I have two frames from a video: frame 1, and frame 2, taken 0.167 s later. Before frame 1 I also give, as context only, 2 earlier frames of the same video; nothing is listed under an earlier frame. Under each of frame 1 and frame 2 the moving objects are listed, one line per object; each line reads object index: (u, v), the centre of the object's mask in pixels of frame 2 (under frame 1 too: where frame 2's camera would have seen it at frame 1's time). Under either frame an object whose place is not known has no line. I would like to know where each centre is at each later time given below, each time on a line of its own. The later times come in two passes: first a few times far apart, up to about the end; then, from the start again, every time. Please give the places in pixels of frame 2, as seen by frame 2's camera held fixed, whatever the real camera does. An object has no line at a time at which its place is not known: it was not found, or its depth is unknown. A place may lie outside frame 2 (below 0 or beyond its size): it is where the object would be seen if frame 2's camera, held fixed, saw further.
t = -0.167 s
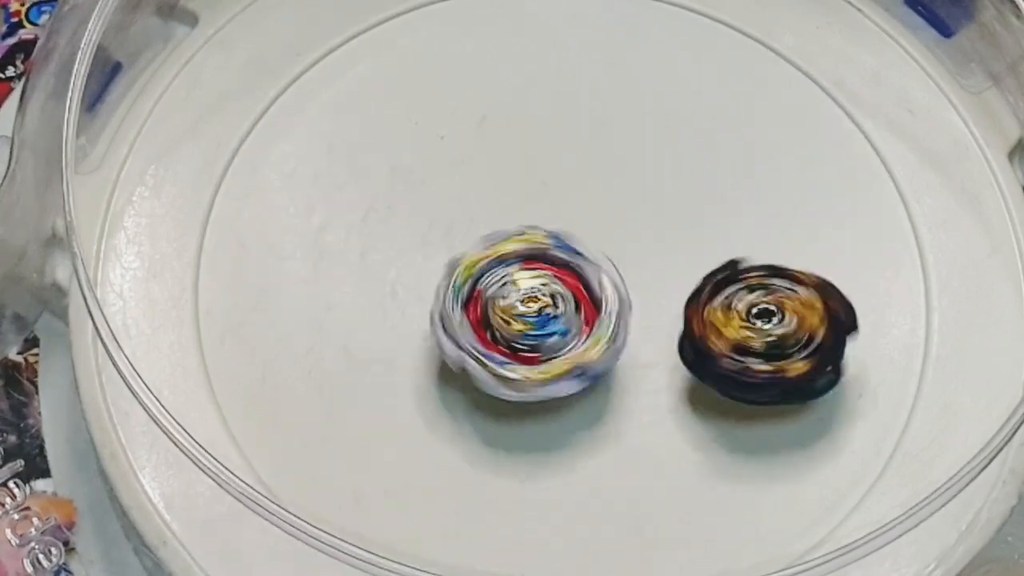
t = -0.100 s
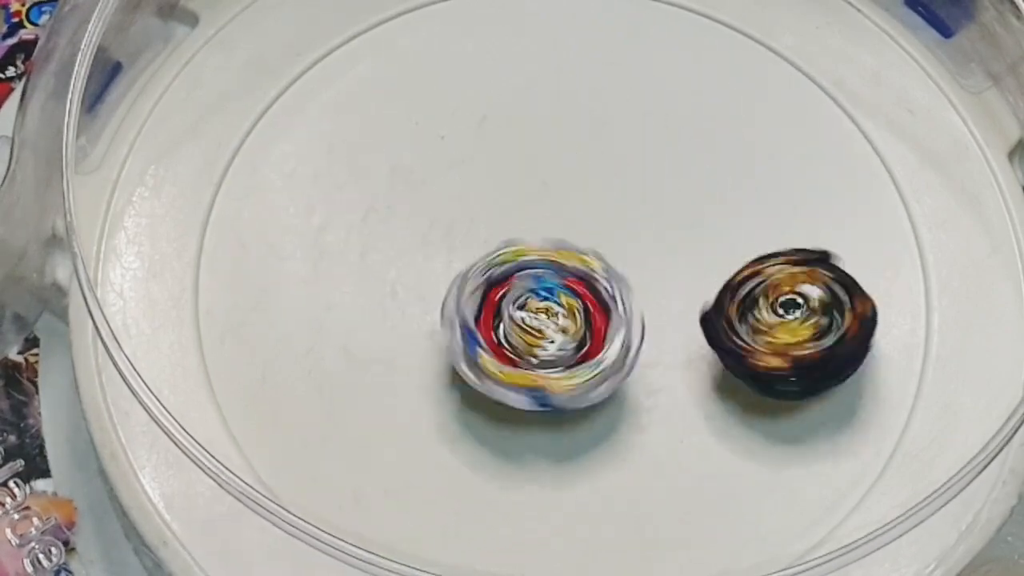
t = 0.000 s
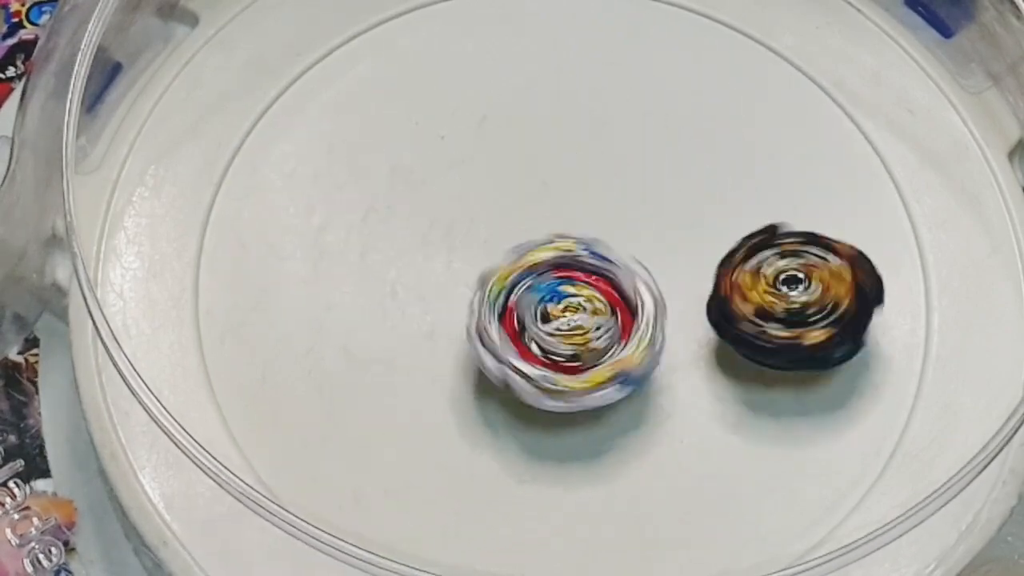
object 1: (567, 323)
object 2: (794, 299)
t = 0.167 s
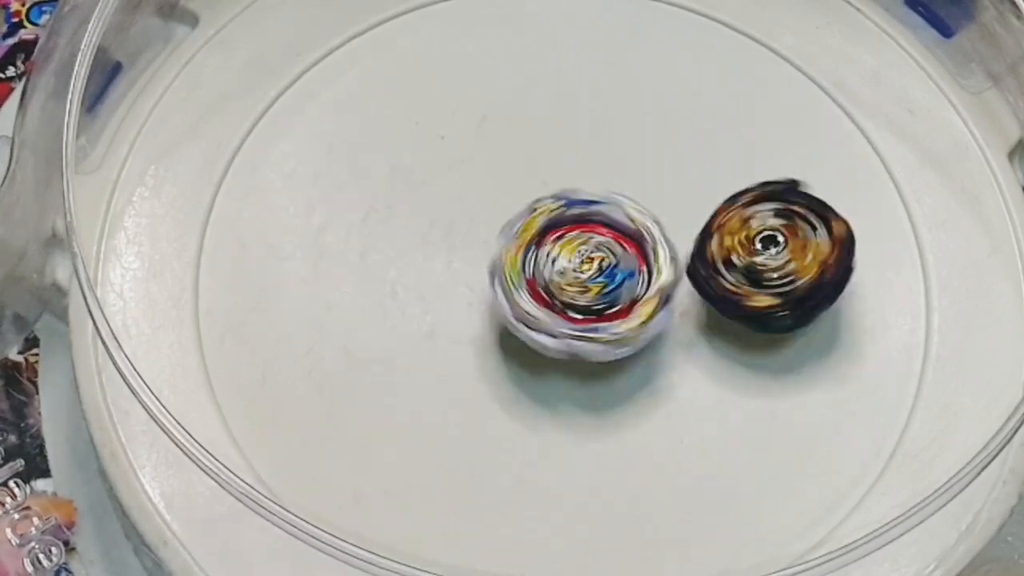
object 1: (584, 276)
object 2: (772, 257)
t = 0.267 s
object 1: (541, 244)
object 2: (770, 230)
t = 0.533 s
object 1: (450, 317)
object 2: (709, 166)
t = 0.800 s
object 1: (609, 273)
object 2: (621, 120)
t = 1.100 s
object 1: (593, 271)
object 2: (533, 83)
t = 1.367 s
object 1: (581, 288)
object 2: (453, 130)
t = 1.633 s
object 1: (564, 290)
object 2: (400, 208)
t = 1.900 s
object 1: (608, 266)
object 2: (383, 283)
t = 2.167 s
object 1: (543, 228)
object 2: (447, 381)
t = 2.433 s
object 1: (534, 231)
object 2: (456, 389)
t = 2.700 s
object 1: (530, 235)
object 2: (459, 390)
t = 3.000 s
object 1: (527, 235)
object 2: (460, 393)
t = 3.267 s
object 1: (525, 237)
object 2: (464, 396)
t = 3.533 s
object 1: (525, 240)
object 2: (466, 396)
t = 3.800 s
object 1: (520, 240)
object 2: (467, 401)
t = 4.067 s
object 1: (520, 240)
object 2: (470, 407)
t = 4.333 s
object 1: (519, 240)
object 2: (471, 411)
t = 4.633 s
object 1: (516, 242)
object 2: (471, 415)
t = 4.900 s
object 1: (515, 241)
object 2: (474, 418)
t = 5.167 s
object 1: (513, 241)
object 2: (474, 420)
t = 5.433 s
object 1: (515, 242)
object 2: (475, 423)
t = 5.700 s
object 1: (511, 241)
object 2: (478, 425)
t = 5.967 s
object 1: (513, 241)
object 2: (479, 427)
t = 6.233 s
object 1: (513, 242)
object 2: (481, 429)
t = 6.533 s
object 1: (510, 244)
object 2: (485, 430)
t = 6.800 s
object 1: (511, 242)
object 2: (485, 432)
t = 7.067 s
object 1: (510, 243)
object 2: (489, 435)
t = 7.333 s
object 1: (511, 245)
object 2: (492, 435)
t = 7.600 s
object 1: (509, 244)
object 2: (493, 436)
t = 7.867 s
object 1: (511, 244)
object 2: (497, 438)
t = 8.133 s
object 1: (512, 245)
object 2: (501, 438)
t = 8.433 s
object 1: (510, 248)
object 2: (502, 440)
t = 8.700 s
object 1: (540, 262)
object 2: (605, 425)
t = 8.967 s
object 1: (576, 216)
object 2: (701, 375)
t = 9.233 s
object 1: (517, 224)
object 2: (742, 279)
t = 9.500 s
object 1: (600, 286)
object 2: (741, 188)
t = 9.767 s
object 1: (611, 270)
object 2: (696, 120)
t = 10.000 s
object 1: (554, 292)
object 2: (609, 102)
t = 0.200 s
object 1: (574, 261)
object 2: (773, 248)
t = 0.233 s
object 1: (561, 249)
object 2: (773, 237)
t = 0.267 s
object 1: (541, 244)
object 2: (770, 230)
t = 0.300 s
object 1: (520, 236)
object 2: (766, 220)
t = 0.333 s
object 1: (499, 236)
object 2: (761, 213)
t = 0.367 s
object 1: (482, 240)
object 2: (753, 205)
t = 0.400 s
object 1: (462, 251)
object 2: (746, 197)
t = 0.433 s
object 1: (450, 263)
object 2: (735, 189)
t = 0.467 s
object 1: (443, 279)
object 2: (727, 181)
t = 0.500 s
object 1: (445, 299)
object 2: (717, 174)
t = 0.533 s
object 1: (450, 317)
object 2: (709, 166)
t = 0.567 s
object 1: (466, 330)
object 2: (698, 161)
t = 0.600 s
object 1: (488, 340)
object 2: (689, 153)
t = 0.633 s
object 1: (518, 345)
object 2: (679, 148)
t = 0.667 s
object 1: (542, 342)
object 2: (668, 141)
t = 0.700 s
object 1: (568, 330)
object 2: (657, 137)
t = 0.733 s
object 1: (588, 313)
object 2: (645, 131)
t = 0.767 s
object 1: (605, 293)
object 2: (634, 127)
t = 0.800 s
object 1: (609, 273)
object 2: (621, 120)
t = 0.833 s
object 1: (613, 262)
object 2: (613, 108)
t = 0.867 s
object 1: (612, 254)
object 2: (600, 101)
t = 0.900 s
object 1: (610, 253)
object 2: (592, 90)
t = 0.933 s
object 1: (606, 256)
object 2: (581, 82)
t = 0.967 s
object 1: (603, 258)
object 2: (573, 79)
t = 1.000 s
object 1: (601, 261)
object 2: (563, 77)
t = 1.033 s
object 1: (599, 264)
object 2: (554, 78)
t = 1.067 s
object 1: (597, 268)
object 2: (543, 79)
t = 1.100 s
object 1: (593, 271)
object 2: (533, 83)
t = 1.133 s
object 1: (592, 273)
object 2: (522, 85)
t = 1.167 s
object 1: (589, 276)
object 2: (511, 92)
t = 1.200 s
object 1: (588, 278)
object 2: (500, 95)
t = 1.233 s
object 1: (584, 281)
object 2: (490, 103)
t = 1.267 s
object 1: (581, 283)
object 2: (481, 107)
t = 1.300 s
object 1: (581, 284)
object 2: (471, 115)
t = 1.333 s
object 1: (580, 287)
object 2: (463, 122)
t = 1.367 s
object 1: (581, 288)
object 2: (453, 130)
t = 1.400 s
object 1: (579, 291)
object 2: (446, 138)
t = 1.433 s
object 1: (575, 292)
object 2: (435, 146)
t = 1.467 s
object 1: (574, 292)
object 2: (429, 156)
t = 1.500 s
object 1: (572, 292)
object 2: (420, 165)
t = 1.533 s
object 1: (571, 291)
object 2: (414, 176)
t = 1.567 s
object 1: (570, 292)
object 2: (408, 185)
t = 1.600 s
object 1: (567, 292)
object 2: (403, 198)
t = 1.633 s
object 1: (564, 290)
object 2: (400, 208)
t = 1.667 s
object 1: (564, 289)
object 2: (394, 220)
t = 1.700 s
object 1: (576, 293)
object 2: (378, 226)
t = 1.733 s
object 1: (588, 293)
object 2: (369, 231)
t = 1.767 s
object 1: (595, 293)
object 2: (368, 238)
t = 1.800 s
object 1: (599, 288)
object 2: (368, 247)
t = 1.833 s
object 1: (604, 280)
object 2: (371, 261)
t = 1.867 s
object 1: (608, 274)
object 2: (378, 271)
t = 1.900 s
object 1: (608, 266)
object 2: (383, 283)
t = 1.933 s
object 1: (606, 257)
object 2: (393, 297)
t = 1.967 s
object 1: (602, 251)
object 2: (399, 309)
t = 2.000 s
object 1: (594, 244)
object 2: (408, 324)
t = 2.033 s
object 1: (584, 235)
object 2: (417, 335)
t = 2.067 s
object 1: (575, 230)
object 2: (423, 348)
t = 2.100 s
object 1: (565, 227)
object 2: (432, 360)
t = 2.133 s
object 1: (553, 226)
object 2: (440, 370)
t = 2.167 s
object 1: (543, 228)
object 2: (447, 381)
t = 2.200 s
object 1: (534, 231)
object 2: (452, 386)
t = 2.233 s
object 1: (533, 231)
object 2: (453, 387)
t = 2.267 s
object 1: (533, 231)
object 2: (453, 388)
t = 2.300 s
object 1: (533, 231)
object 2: (454, 387)
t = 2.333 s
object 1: (533, 231)
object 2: (454, 388)
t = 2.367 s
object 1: (532, 231)
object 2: (455, 388)
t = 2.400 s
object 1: (533, 231)
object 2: (455, 389)
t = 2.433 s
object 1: (534, 231)
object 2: (456, 389)
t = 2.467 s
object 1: (534, 232)
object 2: (456, 389)
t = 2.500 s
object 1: (533, 232)
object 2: (457, 390)
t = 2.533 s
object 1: (533, 233)
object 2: (457, 390)
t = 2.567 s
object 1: (532, 234)
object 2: (457, 389)
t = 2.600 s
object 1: (532, 234)
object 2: (458, 389)
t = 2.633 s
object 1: (531, 234)
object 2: (458, 390)
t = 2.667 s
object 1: (531, 235)
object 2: (459, 390)
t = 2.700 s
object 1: (530, 235)
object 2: (459, 390)
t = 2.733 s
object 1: (529, 235)
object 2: (459, 390)
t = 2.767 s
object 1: (528, 235)
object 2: (459, 390)
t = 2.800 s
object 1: (528, 235)
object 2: (459, 391)
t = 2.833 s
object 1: (527, 234)
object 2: (459, 390)
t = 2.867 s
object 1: (527, 234)
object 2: (459, 391)
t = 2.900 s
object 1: (527, 234)
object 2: (459, 391)
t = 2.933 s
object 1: (527, 234)
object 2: (459, 392)
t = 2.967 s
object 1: (527, 234)
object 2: (459, 392)
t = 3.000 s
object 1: (527, 235)
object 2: (460, 393)
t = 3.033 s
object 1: (527, 235)
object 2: (460, 394)
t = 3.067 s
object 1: (527, 235)
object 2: (461, 394)
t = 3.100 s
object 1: (527, 235)
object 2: (461, 394)
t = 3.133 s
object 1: (526, 236)
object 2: (462, 394)
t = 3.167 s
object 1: (526, 236)
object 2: (462, 395)
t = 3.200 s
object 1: (525, 237)
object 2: (463, 395)
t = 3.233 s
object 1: (525, 237)
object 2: (463, 396)
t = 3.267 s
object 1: (525, 237)
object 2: (464, 396)
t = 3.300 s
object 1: (525, 236)
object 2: (464, 396)
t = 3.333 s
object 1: (525, 236)
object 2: (465, 396)
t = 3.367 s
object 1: (525, 237)
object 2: (465, 395)
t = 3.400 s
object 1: (525, 237)
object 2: (465, 396)
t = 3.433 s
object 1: (525, 237)
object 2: (466, 396)
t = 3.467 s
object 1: (525, 239)
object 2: (466, 396)
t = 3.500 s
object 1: (525, 239)
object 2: (466, 396)
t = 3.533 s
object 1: (525, 240)
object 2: (466, 396)
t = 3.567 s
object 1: (525, 240)
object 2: (466, 397)
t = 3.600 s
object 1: (524, 241)
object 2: (466, 397)
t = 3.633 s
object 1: (523, 241)
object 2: (466, 397)
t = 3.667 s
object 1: (522, 242)
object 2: (466, 398)
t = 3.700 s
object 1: (522, 242)
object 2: (467, 399)
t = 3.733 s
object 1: (521, 242)
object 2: (467, 399)
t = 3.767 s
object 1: (520, 241)
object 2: (467, 400)
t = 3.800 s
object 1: (520, 240)
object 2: (467, 401)
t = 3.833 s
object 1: (520, 240)
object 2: (468, 402)
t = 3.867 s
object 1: (520, 240)
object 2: (467, 403)
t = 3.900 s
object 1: (520, 239)
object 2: (468, 403)
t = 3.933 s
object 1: (520, 240)
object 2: (469, 404)
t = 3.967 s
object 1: (520, 240)
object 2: (469, 405)
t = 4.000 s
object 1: (520, 240)
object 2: (469, 406)
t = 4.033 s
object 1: (520, 240)
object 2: (470, 407)
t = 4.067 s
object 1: (520, 240)
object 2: (470, 407)
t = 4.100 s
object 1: (520, 240)
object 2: (470, 407)
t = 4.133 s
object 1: (519, 241)
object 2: (470, 408)
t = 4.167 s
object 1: (519, 241)
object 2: (471, 408)
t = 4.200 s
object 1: (518, 241)
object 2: (471, 409)
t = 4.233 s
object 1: (518, 240)
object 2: (471, 409)
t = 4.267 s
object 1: (518, 240)
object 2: (471, 409)
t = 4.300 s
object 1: (518, 240)
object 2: (471, 410)
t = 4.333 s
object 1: (519, 240)
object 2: (471, 411)
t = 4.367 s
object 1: (519, 241)
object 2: (470, 410)
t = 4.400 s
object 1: (519, 241)
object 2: (471, 411)
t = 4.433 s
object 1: (519, 242)
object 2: (471, 412)
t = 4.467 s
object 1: (519, 242)
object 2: (471, 412)
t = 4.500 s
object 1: (518, 242)
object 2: (471, 413)
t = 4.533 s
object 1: (518, 242)
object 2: (471, 414)
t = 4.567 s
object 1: (517, 242)
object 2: (471, 415)
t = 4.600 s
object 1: (516, 242)
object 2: (471, 415)
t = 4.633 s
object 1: (516, 242)
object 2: (471, 415)
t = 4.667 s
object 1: (515, 242)
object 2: (471, 416)
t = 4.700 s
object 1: (515, 242)
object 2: (472, 416)
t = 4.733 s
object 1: (515, 241)
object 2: (473, 417)
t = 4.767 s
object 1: (514, 241)
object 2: (473, 417)
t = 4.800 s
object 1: (515, 241)
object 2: (473, 418)
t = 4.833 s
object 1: (515, 240)
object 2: (473, 418)
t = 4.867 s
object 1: (515, 241)
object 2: (474, 418)
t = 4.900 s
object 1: (515, 241)
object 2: (474, 418)
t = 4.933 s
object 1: (515, 241)
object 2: (474, 418)
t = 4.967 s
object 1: (515, 241)
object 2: (475, 419)
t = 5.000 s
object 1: (515, 241)
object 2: (475, 419)
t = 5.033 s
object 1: (515, 241)
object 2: (474, 419)
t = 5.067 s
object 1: (515, 241)
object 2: (474, 420)
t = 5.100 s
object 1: (514, 242)
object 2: (474, 420)
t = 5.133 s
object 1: (514, 241)
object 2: (474, 420)
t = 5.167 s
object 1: (513, 241)
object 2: (474, 420)
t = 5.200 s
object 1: (514, 241)
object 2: (474, 420)
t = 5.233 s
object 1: (514, 241)
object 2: (475, 421)
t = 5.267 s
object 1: (515, 241)
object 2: (475, 421)
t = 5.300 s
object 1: (515, 241)
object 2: (474, 421)
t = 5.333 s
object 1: (515, 241)
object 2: (475, 422)
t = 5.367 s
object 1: (515, 242)
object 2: (475, 423)
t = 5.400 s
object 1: (515, 242)
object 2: (475, 423)
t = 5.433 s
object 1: (515, 242)
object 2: (475, 423)
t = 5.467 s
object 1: (514, 242)
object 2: (476, 424)
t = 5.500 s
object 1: (514, 242)
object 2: (477, 424)
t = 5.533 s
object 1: (513, 242)
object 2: (477, 424)
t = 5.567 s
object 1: (513, 243)
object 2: (477, 424)
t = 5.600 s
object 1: (512, 242)
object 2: (478, 425)
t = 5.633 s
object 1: (512, 242)
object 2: (478, 425)
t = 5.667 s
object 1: (511, 242)
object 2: (478, 425)
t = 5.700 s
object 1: (511, 241)
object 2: (478, 425)
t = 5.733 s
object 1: (512, 241)
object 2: (479, 425)
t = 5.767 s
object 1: (512, 241)
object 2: (479, 425)
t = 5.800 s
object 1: (512, 241)
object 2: (479, 425)
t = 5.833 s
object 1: (513, 241)
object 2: (479, 426)
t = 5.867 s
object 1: (512, 241)
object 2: (479, 426)
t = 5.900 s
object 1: (513, 241)
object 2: (479, 426)
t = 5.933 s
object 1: (513, 241)
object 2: (479, 426)
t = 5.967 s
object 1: (513, 241)
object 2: (479, 427)
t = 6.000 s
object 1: (512, 241)
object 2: (479, 427)
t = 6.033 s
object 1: (512, 242)
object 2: (480, 427)
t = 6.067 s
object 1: (512, 242)
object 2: (479, 427)
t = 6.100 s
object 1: (511, 242)
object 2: (479, 428)
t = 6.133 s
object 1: (511, 242)
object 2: (480, 429)
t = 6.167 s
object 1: (512, 242)
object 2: (480, 429)
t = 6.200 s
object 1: (512, 242)
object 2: (480, 429)
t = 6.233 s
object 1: (513, 242)
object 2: (481, 429)
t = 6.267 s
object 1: (513, 242)
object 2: (482, 430)
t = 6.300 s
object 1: (513, 243)
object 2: (482, 430)
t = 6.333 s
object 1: (513, 243)
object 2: (482, 430)
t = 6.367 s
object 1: (513, 243)
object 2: (483, 431)
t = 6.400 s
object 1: (512, 244)
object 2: (483, 431)
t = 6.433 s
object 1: (512, 244)
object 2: (484, 431)
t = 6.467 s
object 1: (511, 244)
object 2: (484, 430)
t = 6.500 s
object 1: (511, 244)
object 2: (484, 430)
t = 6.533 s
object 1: (510, 244)
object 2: (485, 430)
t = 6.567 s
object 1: (510, 244)
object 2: (485, 430)
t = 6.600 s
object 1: (510, 243)
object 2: (485, 430)
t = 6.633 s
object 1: (510, 243)
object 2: (485, 431)
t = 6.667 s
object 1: (510, 242)
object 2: (485, 431)
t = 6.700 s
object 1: (510, 242)
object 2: (485, 431)
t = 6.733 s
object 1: (511, 242)
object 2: (485, 431)
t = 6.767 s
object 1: (511, 242)
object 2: (485, 432)
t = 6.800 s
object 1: (511, 242)
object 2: (485, 432)
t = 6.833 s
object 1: (511, 242)
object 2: (486, 432)
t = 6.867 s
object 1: (511, 243)
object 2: (486, 433)
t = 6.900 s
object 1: (511, 243)
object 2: (486, 433)
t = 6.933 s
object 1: (511, 243)
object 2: (487, 433)
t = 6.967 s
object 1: (510, 243)
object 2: (487, 433)
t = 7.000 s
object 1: (511, 243)
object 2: (487, 434)
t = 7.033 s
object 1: (510, 243)
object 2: (488, 434)
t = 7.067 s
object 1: (510, 243)
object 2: (489, 435)
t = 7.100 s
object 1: (511, 243)
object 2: (489, 435)
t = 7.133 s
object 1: (511, 243)
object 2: (490, 435)
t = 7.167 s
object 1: (512, 243)
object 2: (490, 435)
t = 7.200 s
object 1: (512, 243)
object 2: (491, 435)
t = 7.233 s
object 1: (512, 244)
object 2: (490, 435)
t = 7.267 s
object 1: (512, 244)
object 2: (491, 435)
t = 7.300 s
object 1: (512, 245)
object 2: (492, 435)
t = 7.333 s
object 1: (511, 245)
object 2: (492, 435)
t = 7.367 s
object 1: (511, 245)
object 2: (492, 435)
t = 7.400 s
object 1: (511, 245)
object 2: (492, 435)
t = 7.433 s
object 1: (510, 245)
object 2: (492, 435)
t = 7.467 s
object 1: (510, 246)
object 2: (493, 435)
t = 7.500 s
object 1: (509, 245)
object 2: (492, 435)
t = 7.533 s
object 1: (510, 245)
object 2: (492, 435)
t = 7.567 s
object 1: (509, 245)
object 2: (493, 436)
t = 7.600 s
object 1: (509, 244)
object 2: (493, 436)
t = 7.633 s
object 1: (510, 244)
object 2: (493, 436)
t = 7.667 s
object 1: (510, 244)
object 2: (494, 437)
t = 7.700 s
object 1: (510, 244)
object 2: (494, 437)
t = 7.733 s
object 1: (511, 244)
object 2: (495, 438)
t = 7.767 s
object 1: (511, 244)
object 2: (495, 438)
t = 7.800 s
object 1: (511, 244)
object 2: (495, 438)
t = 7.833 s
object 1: (511, 244)
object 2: (496, 439)
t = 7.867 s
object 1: (511, 244)
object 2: (497, 438)
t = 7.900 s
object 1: (511, 245)
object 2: (497, 439)
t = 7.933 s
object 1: (511, 245)
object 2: (498, 439)
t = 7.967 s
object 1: (511, 245)
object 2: (498, 439)
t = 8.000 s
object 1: (510, 245)
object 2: (499, 439)
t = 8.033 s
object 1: (511, 245)
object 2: (499, 438)
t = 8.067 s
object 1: (511, 245)
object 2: (499, 439)
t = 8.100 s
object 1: (512, 245)
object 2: (500, 439)
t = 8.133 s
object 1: (512, 245)
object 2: (501, 438)
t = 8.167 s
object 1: (512, 245)
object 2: (501, 438)
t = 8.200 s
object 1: (512, 246)
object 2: (501, 439)
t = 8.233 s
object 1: (512, 247)
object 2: (501, 439)
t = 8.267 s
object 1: (512, 247)
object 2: (501, 439)
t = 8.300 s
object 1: (512, 247)
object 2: (501, 439)
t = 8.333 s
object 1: (512, 248)
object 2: (501, 439)
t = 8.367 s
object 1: (511, 247)
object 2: (502, 439)
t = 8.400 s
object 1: (511, 248)
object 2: (502, 439)
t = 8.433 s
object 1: (510, 248)
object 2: (502, 440)
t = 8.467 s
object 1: (510, 247)
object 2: (503, 441)
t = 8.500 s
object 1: (512, 248)
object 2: (517, 443)
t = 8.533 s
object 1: (515, 251)
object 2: (529, 444)
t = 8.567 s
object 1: (518, 254)
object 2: (543, 444)
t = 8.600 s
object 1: (522, 256)
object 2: (559, 440)
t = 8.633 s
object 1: (528, 258)
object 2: (572, 435)
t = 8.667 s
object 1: (535, 260)
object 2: (588, 431)
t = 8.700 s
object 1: (540, 262)
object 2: (605, 425)
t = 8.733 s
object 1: (545, 262)
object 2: (619, 421)
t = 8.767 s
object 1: (551, 259)
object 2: (635, 417)
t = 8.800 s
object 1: (559, 254)
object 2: (651, 414)
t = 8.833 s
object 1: (565, 248)
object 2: (662, 409)
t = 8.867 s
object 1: (570, 240)
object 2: (674, 404)
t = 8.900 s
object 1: (574, 234)
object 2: (685, 394)
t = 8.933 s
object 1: (574, 223)
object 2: (692, 384)
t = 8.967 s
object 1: (576, 216)
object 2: (701, 375)
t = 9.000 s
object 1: (572, 209)
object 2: (709, 363)
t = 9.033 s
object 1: (567, 203)
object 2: (714, 352)
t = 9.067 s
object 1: (556, 199)
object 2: (721, 341)
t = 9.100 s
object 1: (547, 199)
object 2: (728, 329)
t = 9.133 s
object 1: (535, 199)
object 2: (732, 316)
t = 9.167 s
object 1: (527, 205)
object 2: (736, 305)
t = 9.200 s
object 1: (520, 212)
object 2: (740, 292)
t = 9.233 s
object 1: (517, 224)
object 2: (742, 279)
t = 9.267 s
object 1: (517, 235)
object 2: (744, 268)
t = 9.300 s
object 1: (521, 248)
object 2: (747, 256)
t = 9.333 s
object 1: (527, 259)
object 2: (748, 243)
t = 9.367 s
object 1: (538, 269)
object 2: (746, 232)
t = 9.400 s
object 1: (553, 277)
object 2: (745, 221)
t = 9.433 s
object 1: (570, 283)
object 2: (744, 209)
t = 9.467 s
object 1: (589, 284)
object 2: (740, 198)
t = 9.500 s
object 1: (600, 286)
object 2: (741, 188)
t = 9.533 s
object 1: (606, 286)
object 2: (743, 177)
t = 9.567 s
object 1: (613, 286)
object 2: (739, 166)
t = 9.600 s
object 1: (617, 281)
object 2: (732, 158)
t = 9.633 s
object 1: (621, 278)
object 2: (726, 150)
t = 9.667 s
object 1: (622, 274)
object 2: (720, 141)
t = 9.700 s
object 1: (617, 272)
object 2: (714, 131)
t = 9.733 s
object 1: (617, 271)
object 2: (705, 126)
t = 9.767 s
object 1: (611, 270)
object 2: (696, 120)
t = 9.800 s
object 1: (605, 269)
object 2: (686, 114)
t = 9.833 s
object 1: (595, 269)
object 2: (673, 110)
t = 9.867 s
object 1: (588, 271)
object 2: (660, 108)
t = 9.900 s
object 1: (576, 275)
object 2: (649, 106)
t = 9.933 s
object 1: (568, 279)
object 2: (636, 104)
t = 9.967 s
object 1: (558, 286)
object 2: (622, 102)
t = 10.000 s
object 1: (554, 292)
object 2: (609, 102)
